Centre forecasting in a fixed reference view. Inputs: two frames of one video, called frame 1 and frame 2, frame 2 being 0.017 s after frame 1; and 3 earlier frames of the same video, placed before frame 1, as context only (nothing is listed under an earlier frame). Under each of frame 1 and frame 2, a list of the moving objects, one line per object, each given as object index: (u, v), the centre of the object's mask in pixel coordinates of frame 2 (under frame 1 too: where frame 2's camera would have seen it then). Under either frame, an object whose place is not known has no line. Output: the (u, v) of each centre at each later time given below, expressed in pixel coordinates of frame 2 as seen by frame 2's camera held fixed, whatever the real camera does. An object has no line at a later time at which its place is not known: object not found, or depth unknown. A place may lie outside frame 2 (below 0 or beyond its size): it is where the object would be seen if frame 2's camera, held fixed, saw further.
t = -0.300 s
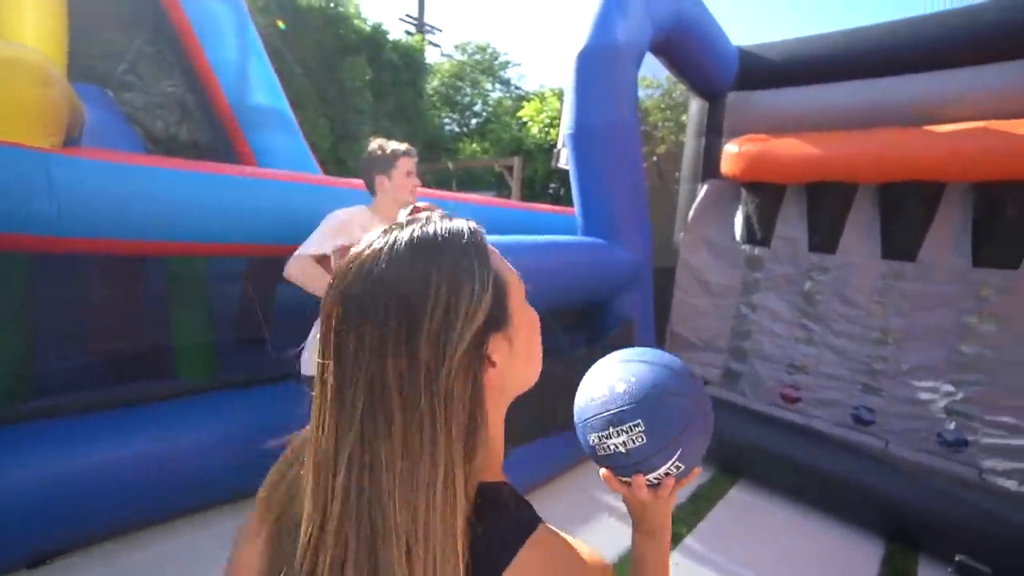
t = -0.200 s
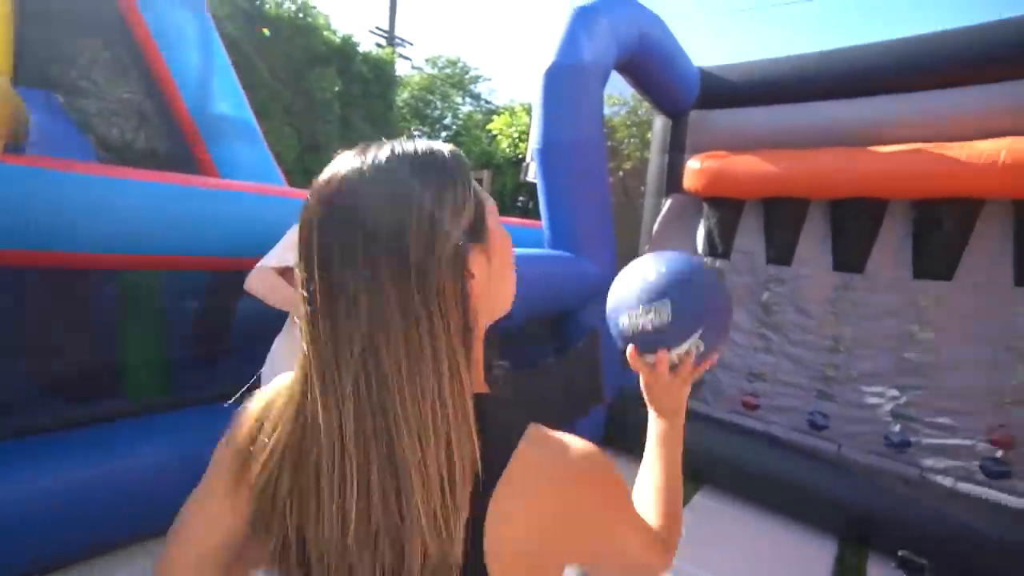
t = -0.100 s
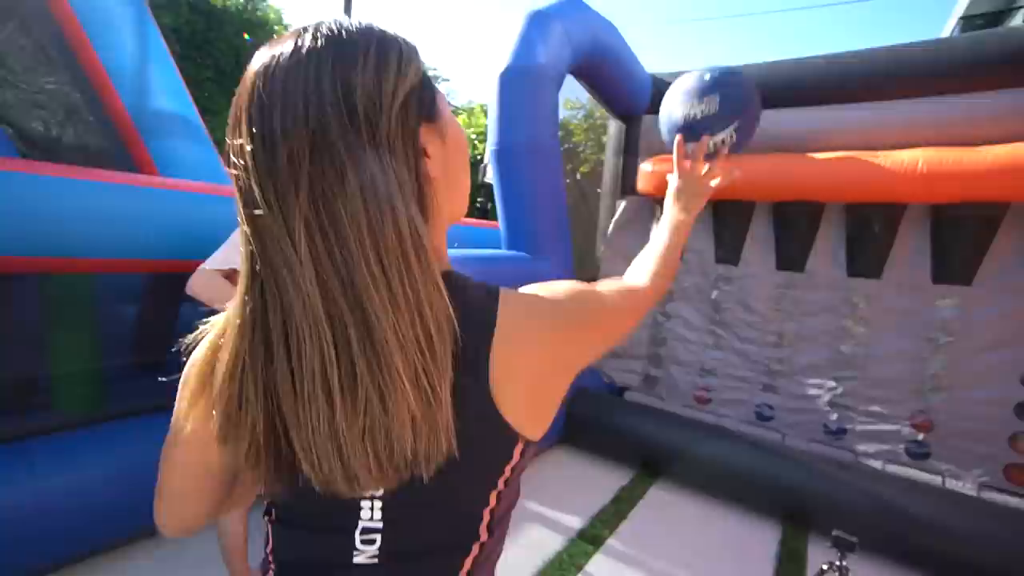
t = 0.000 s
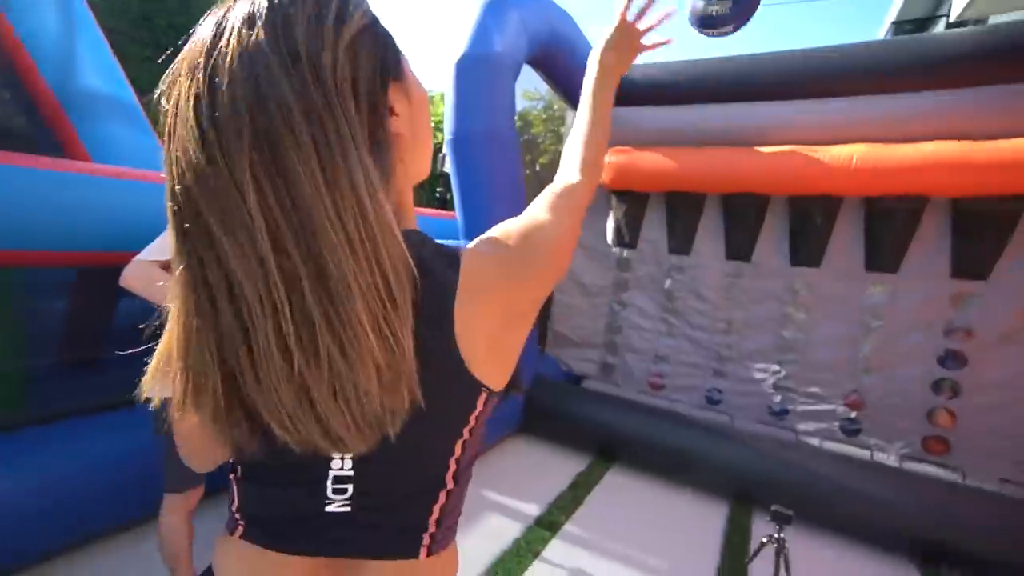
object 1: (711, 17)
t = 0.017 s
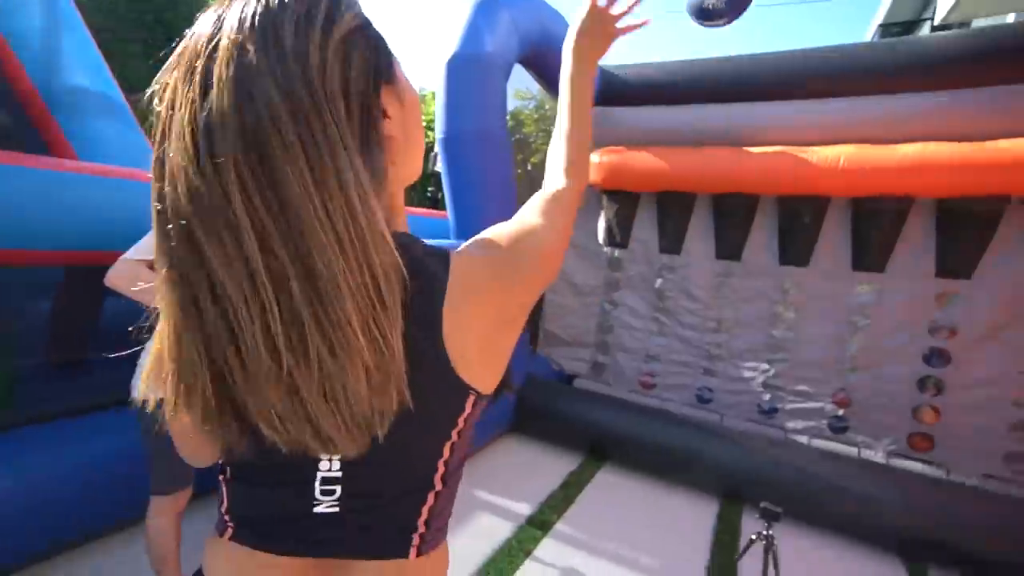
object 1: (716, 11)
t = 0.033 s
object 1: (721, 7)
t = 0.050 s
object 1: (727, 3)
